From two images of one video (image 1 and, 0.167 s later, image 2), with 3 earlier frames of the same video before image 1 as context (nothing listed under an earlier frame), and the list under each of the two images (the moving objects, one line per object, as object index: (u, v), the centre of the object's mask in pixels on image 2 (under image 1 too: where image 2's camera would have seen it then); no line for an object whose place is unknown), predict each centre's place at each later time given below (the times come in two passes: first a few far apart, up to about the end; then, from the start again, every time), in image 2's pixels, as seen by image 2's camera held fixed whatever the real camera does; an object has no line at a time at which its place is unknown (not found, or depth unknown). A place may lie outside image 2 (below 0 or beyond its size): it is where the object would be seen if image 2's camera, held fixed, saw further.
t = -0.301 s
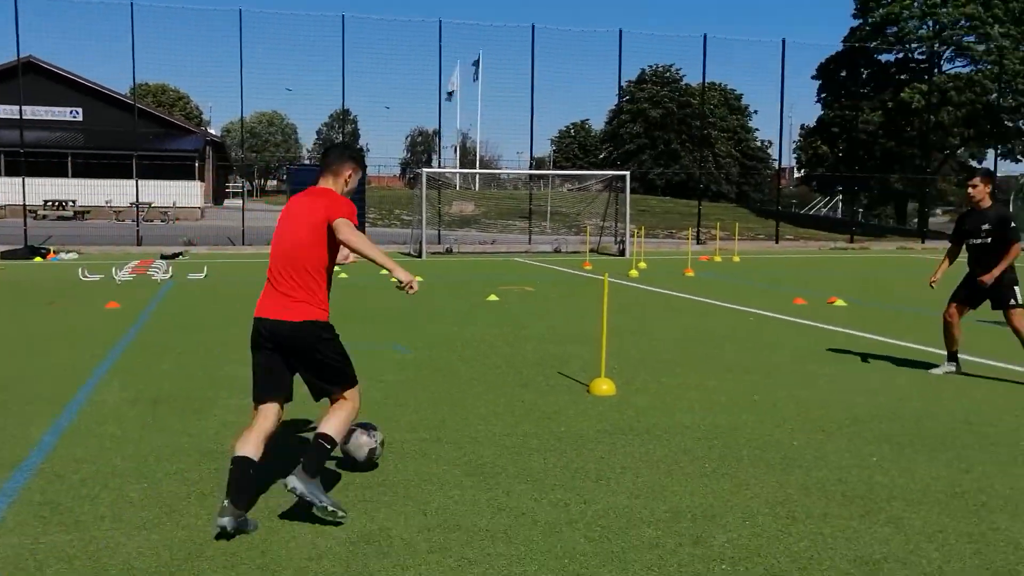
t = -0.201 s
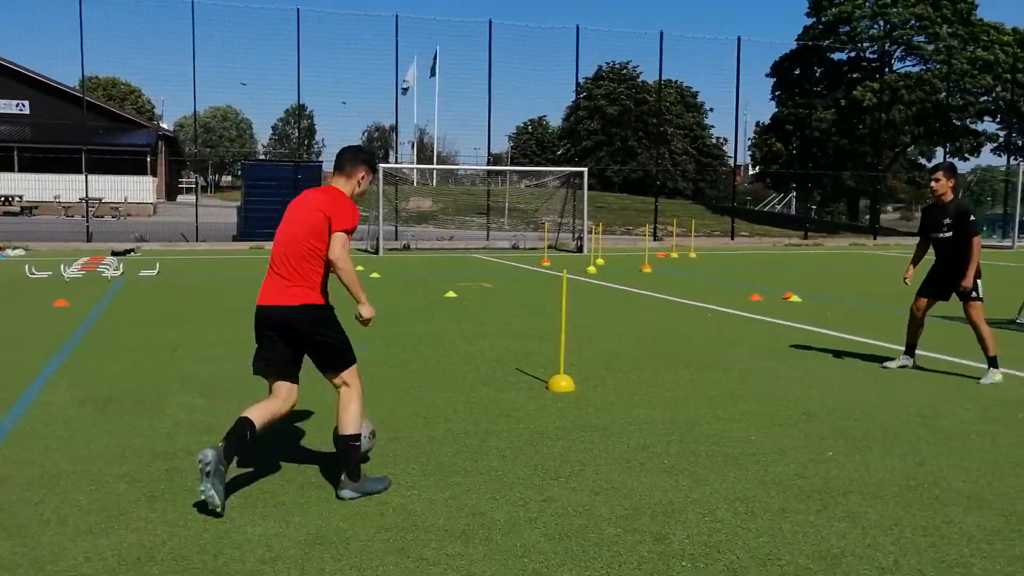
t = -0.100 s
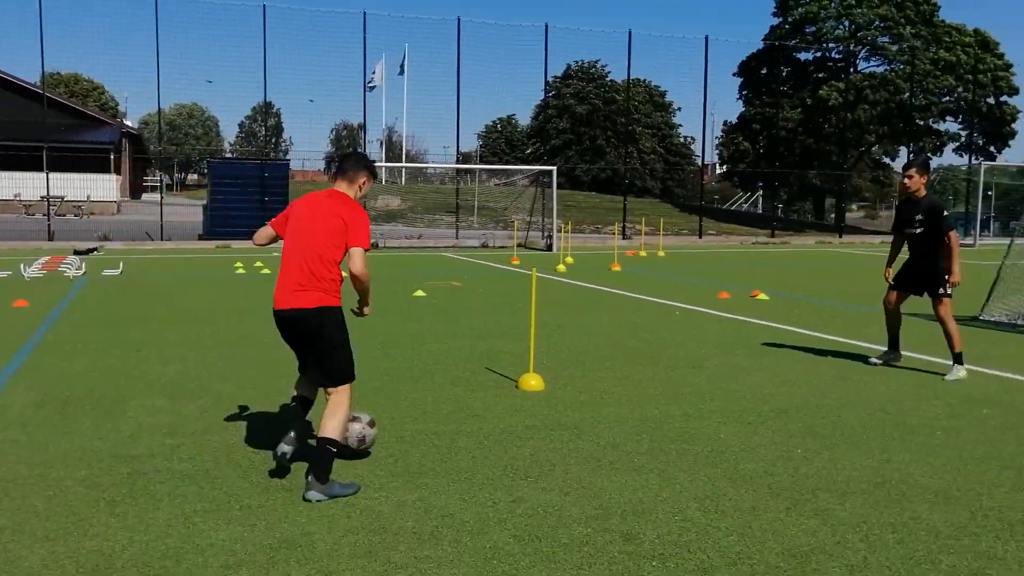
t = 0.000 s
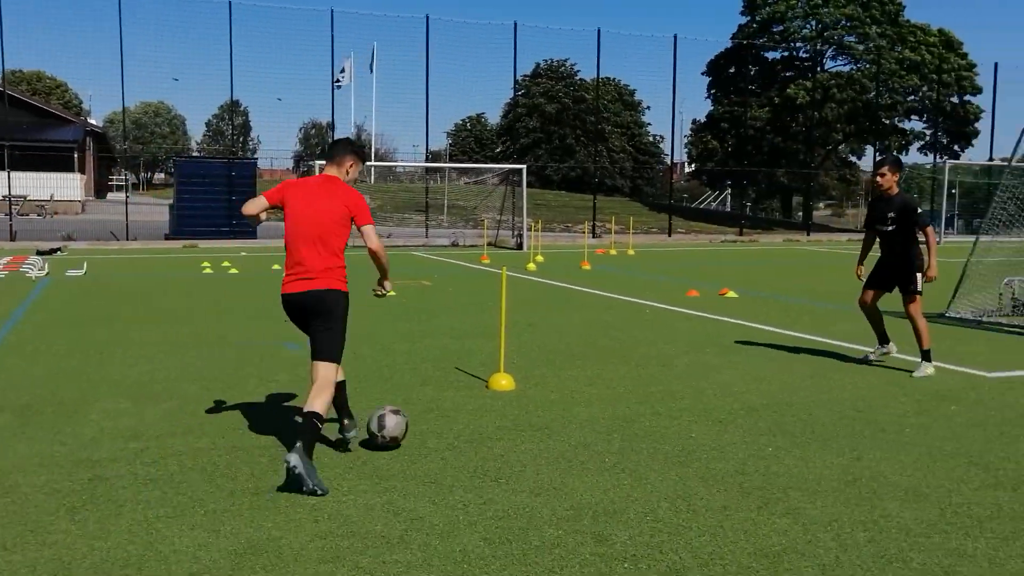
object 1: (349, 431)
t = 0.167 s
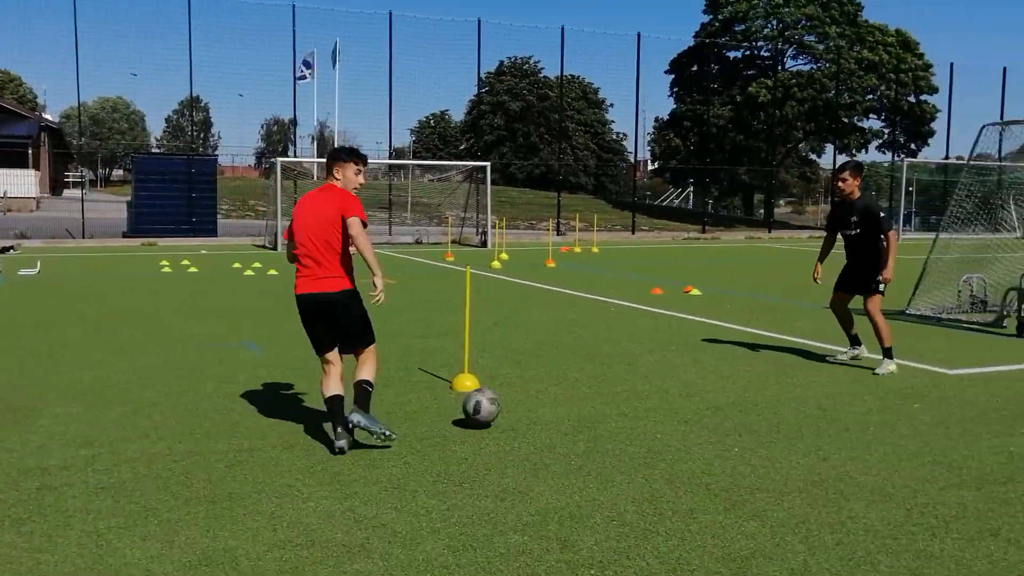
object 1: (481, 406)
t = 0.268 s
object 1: (538, 399)
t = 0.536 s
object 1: (642, 378)
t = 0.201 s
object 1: (501, 403)
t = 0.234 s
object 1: (521, 402)
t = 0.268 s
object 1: (538, 399)
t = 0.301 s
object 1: (553, 394)
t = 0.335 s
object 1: (568, 391)
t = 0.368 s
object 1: (581, 389)
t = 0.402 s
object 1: (594, 388)
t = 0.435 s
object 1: (607, 383)
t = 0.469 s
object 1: (619, 380)
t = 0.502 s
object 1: (630, 379)
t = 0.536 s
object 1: (642, 378)
